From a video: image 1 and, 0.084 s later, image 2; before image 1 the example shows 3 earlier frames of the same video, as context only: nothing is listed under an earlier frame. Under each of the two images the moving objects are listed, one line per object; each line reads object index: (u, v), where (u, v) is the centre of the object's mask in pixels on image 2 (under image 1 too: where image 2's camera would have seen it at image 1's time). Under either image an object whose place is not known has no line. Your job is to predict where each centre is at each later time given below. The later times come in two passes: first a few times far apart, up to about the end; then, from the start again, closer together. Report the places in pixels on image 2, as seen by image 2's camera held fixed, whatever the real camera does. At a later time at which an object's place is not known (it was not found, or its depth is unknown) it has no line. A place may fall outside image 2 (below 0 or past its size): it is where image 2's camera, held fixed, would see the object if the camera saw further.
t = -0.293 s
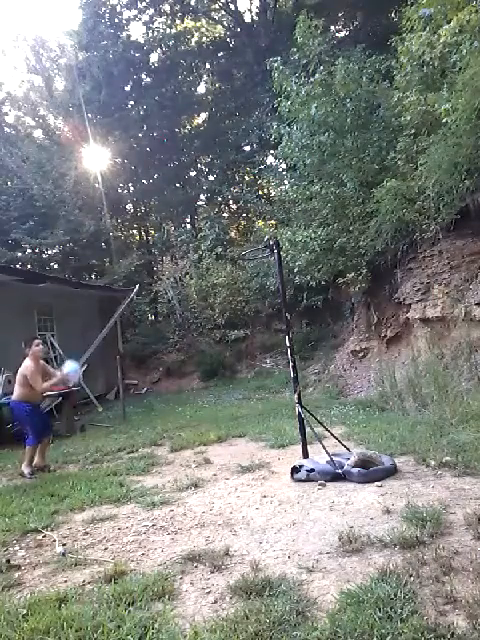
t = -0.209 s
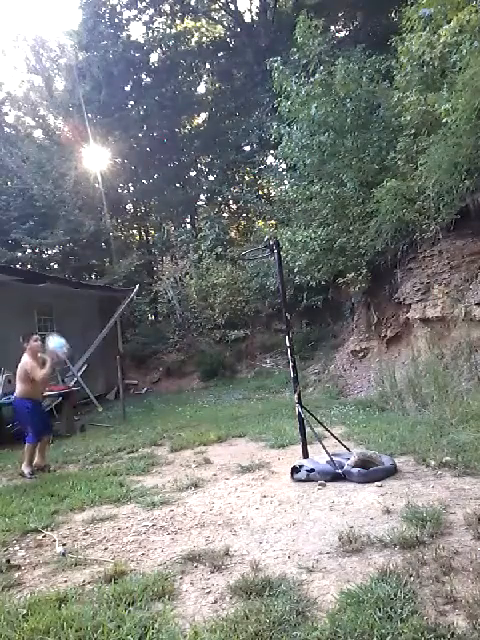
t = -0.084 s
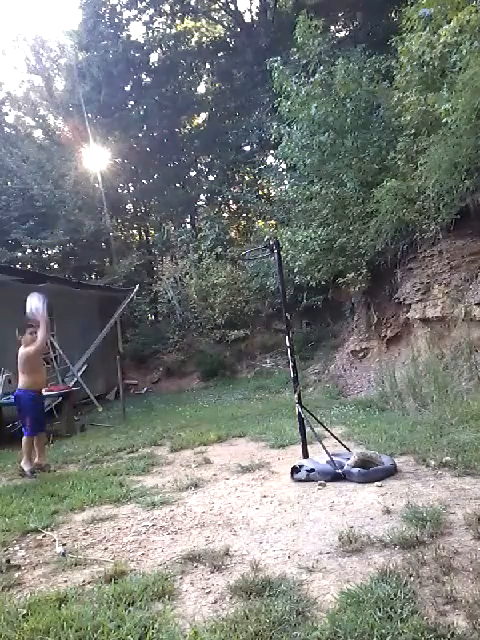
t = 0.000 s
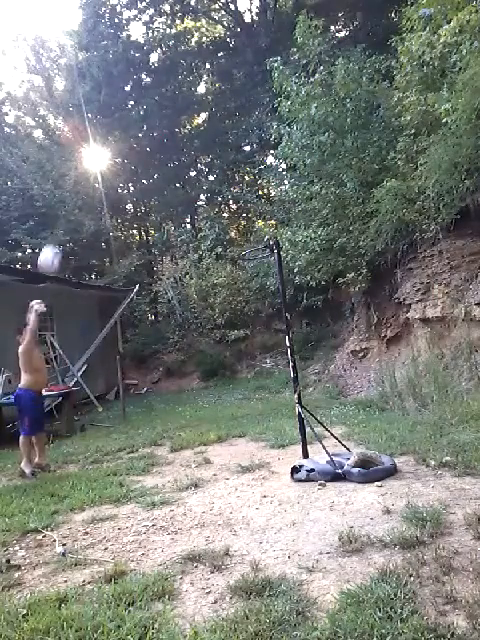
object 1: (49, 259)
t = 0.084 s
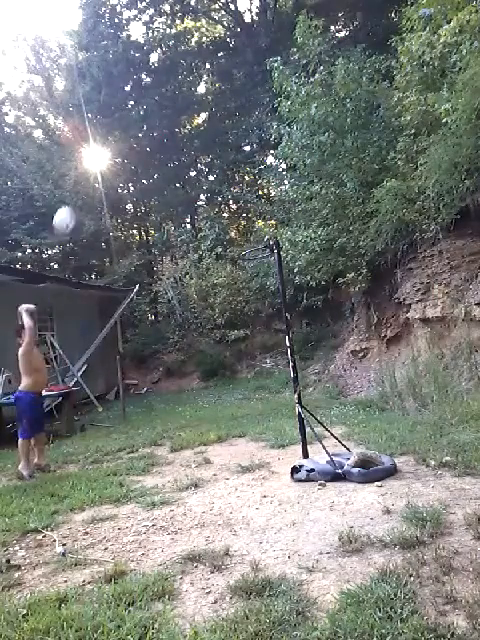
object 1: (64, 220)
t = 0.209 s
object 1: (88, 178)
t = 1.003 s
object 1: (255, 237)
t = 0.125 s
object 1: (72, 204)
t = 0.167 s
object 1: (82, 188)
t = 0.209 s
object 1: (88, 178)
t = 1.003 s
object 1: (255, 237)
